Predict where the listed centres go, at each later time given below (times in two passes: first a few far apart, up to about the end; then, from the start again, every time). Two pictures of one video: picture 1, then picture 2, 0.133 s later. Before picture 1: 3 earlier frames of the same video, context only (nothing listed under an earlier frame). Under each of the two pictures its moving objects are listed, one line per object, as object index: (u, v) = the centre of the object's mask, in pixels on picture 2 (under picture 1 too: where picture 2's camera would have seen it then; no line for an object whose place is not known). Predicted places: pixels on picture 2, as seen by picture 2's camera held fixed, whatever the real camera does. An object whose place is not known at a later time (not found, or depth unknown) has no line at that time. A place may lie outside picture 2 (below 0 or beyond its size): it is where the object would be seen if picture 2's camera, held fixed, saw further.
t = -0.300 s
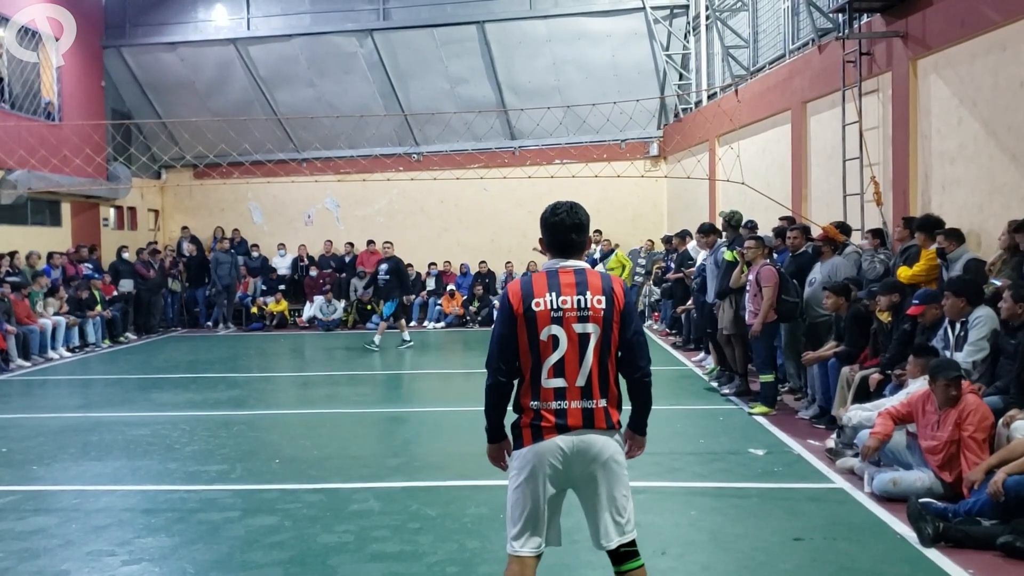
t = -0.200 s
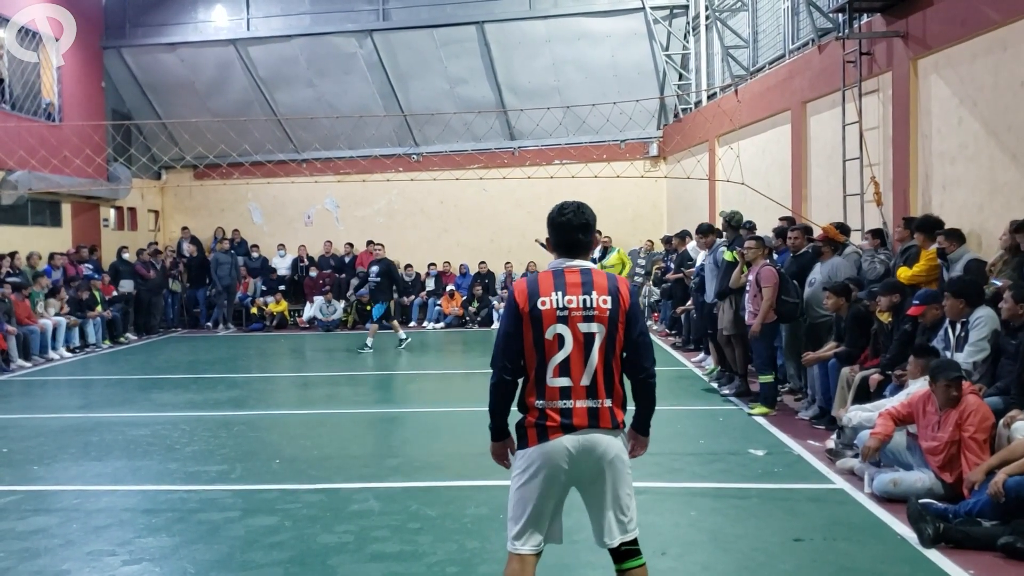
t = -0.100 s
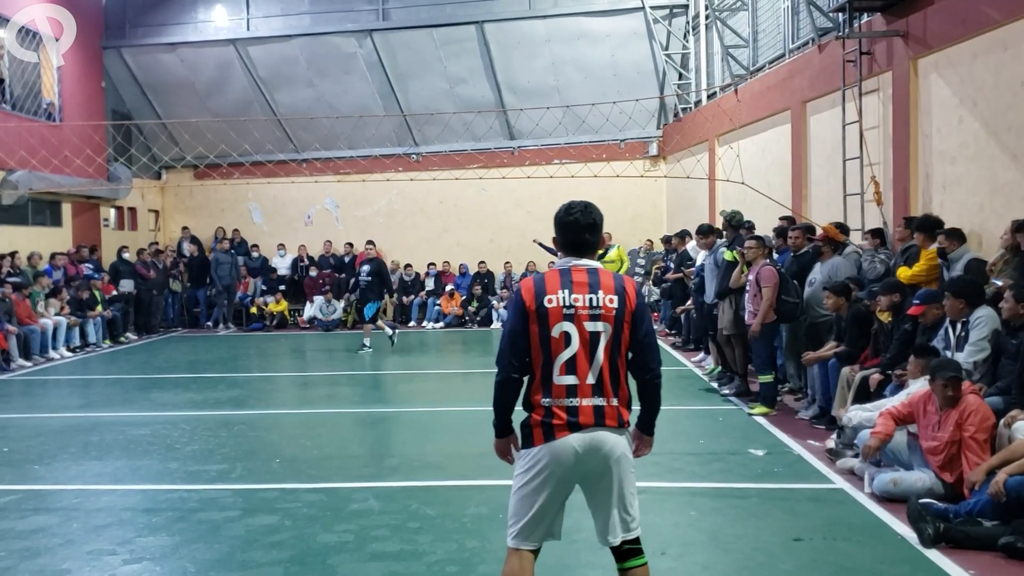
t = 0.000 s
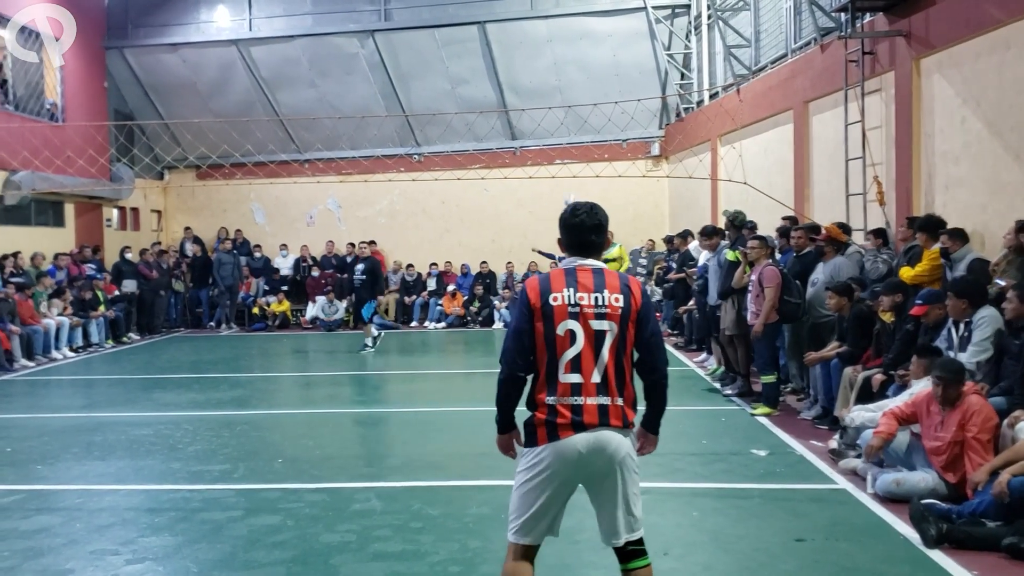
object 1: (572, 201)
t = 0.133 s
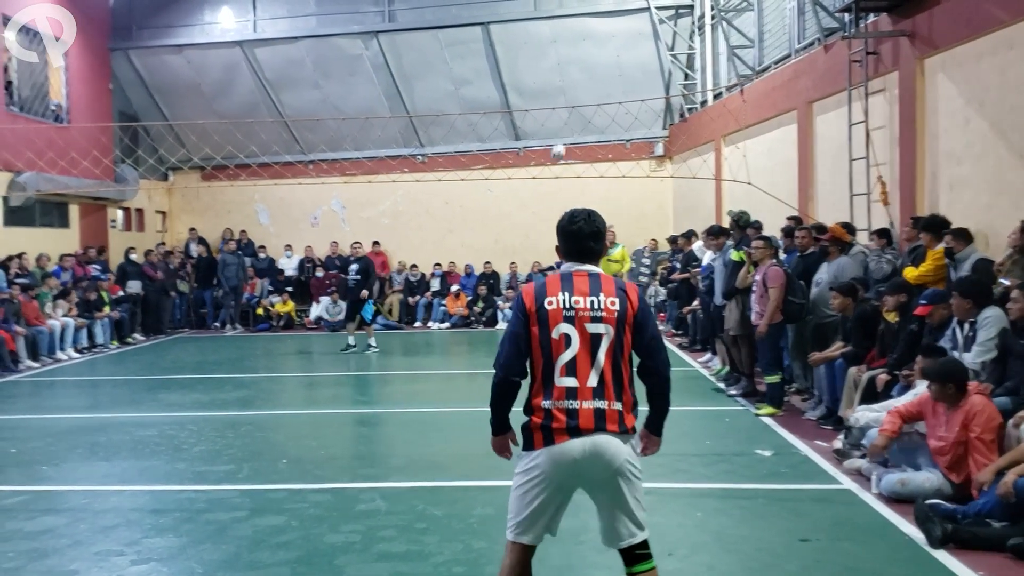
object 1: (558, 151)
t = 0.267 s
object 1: (541, 109)
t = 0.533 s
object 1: (500, 50)
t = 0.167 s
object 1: (555, 139)
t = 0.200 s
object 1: (550, 129)
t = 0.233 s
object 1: (545, 119)
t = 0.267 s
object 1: (541, 109)
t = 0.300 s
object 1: (536, 99)
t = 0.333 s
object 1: (531, 90)
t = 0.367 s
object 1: (526, 82)
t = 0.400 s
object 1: (520, 74)
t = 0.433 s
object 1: (516, 68)
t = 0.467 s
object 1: (511, 61)
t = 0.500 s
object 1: (505, 55)
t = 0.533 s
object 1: (500, 50)
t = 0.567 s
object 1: (494, 46)
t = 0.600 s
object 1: (488, 42)
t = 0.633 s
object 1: (482, 40)
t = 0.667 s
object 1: (476, 38)
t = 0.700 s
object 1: (469, 37)
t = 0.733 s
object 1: (463, 37)
